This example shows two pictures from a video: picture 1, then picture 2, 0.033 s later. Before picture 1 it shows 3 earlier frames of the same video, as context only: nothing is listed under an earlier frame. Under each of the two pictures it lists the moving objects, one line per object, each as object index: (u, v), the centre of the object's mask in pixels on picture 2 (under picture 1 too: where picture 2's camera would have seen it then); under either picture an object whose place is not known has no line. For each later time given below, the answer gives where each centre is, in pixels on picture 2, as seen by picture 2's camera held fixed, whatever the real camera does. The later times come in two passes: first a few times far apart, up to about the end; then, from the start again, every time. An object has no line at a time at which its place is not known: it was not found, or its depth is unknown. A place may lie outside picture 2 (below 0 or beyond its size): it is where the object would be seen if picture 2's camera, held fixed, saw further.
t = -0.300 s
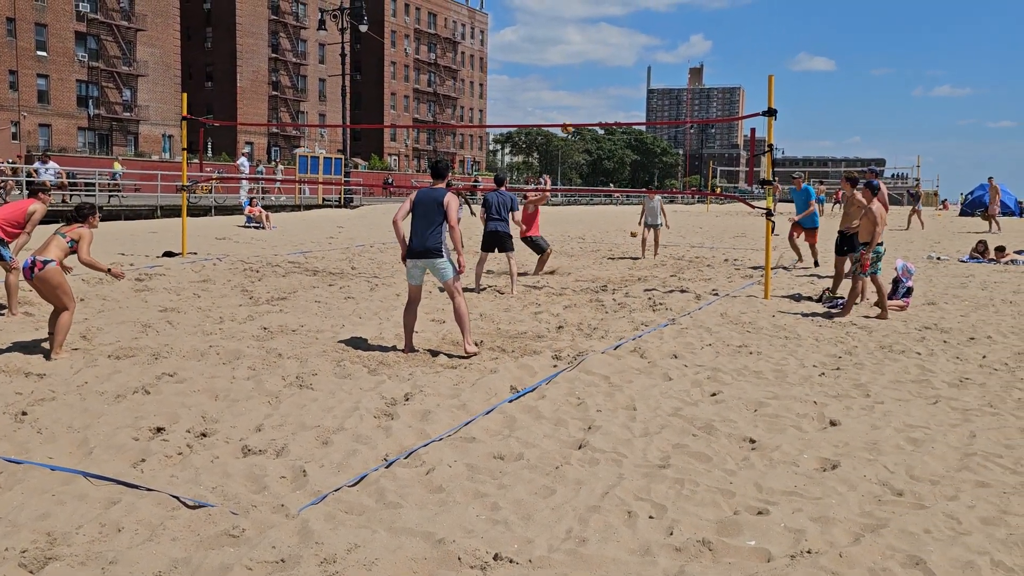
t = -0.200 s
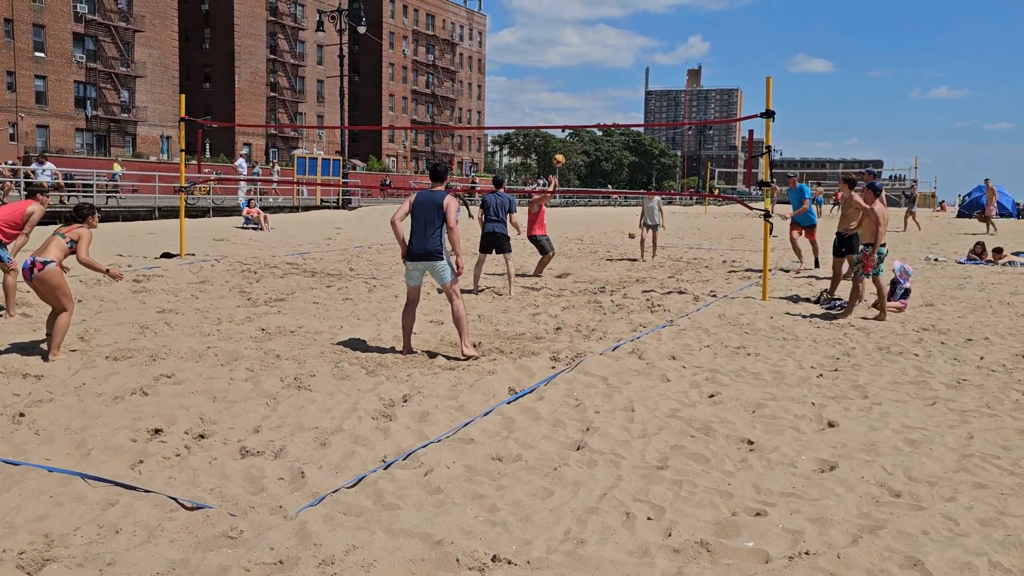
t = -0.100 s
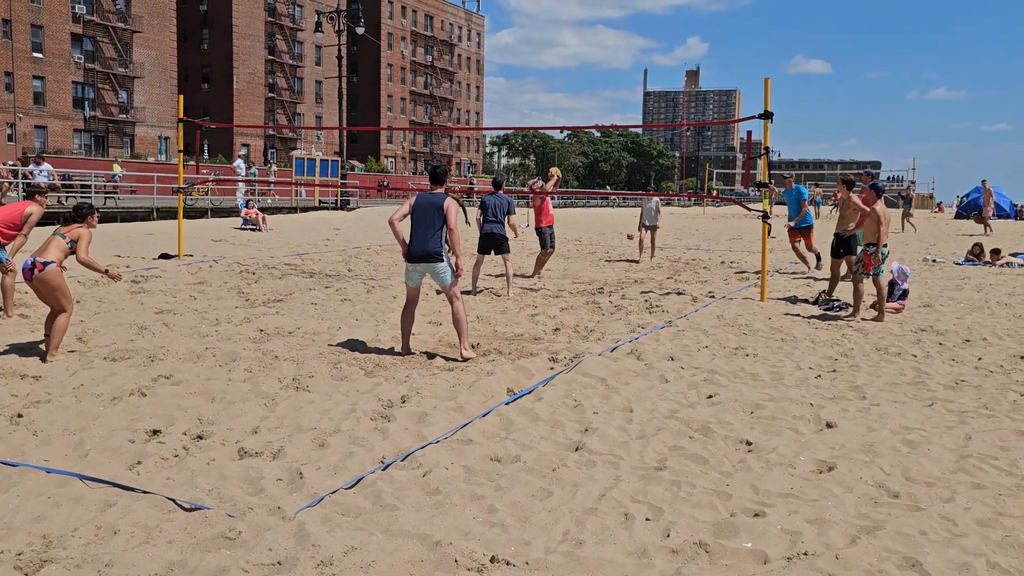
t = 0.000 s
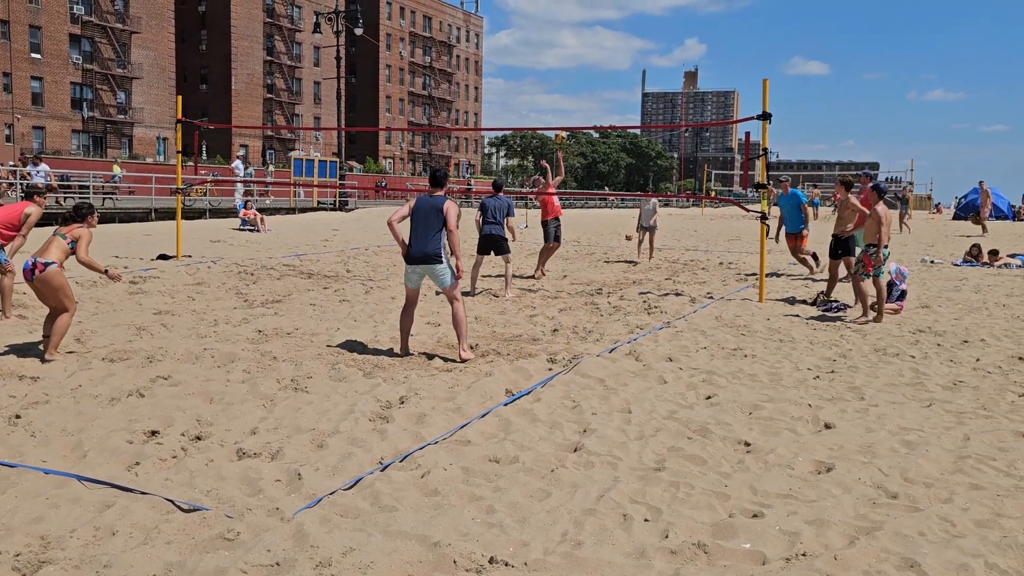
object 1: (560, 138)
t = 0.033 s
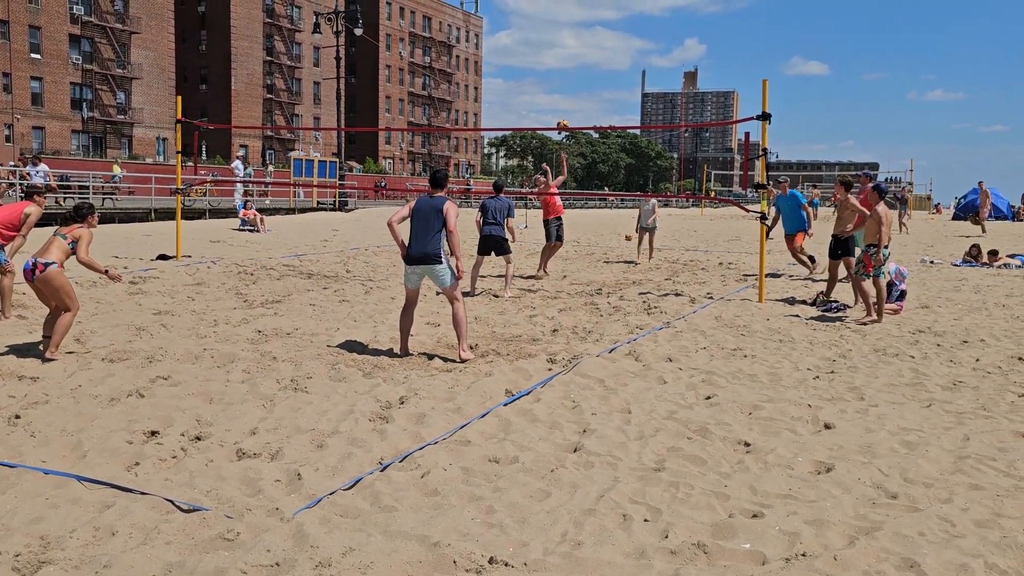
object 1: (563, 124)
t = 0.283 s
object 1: (582, 57)
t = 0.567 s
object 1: (605, 23)
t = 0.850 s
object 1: (627, 37)
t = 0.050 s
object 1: (564, 120)
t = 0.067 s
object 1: (565, 114)
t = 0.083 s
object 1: (566, 109)
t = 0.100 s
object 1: (568, 104)
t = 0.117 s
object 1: (569, 99)
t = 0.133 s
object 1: (570, 94)
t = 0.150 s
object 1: (571, 89)
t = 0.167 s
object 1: (573, 84)
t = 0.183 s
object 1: (574, 80)
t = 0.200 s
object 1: (575, 76)
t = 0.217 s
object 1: (577, 72)
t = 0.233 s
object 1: (578, 68)
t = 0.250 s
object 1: (580, 64)
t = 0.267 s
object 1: (581, 61)
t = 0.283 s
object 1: (582, 57)
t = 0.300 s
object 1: (583, 54)
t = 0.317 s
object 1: (585, 51)
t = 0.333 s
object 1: (586, 48)
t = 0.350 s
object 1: (587, 45)
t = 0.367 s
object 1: (589, 42)
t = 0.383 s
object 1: (590, 40)
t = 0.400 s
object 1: (591, 37)
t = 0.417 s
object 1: (593, 34)
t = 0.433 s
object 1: (594, 33)
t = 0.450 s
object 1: (596, 31)
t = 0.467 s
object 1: (597, 29)
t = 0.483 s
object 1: (598, 28)
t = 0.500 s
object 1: (600, 26)
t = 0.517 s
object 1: (601, 25)
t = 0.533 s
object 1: (602, 24)
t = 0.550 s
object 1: (603, 23)
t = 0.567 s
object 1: (605, 23)
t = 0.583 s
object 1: (606, 22)
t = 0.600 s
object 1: (607, 22)
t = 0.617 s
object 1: (609, 22)
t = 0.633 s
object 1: (610, 22)
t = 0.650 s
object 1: (611, 22)
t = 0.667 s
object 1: (613, 22)
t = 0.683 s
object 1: (614, 22)
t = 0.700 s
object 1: (616, 23)
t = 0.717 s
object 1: (617, 24)
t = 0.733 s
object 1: (618, 25)
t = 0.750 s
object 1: (619, 26)
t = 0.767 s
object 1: (621, 28)
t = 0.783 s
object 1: (622, 30)
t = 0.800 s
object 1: (623, 31)
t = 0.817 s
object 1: (625, 33)
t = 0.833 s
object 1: (626, 35)
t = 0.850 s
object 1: (627, 37)
